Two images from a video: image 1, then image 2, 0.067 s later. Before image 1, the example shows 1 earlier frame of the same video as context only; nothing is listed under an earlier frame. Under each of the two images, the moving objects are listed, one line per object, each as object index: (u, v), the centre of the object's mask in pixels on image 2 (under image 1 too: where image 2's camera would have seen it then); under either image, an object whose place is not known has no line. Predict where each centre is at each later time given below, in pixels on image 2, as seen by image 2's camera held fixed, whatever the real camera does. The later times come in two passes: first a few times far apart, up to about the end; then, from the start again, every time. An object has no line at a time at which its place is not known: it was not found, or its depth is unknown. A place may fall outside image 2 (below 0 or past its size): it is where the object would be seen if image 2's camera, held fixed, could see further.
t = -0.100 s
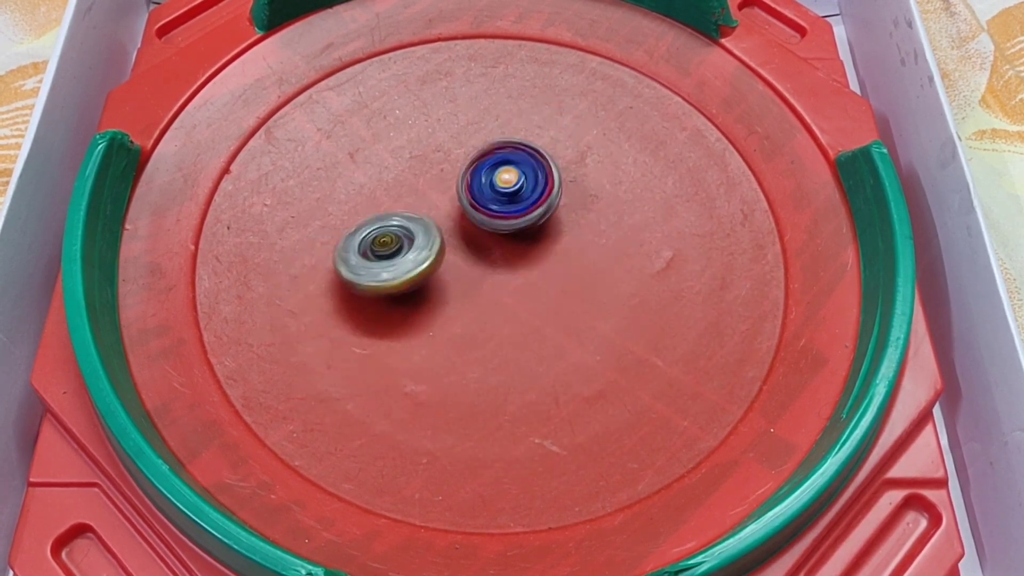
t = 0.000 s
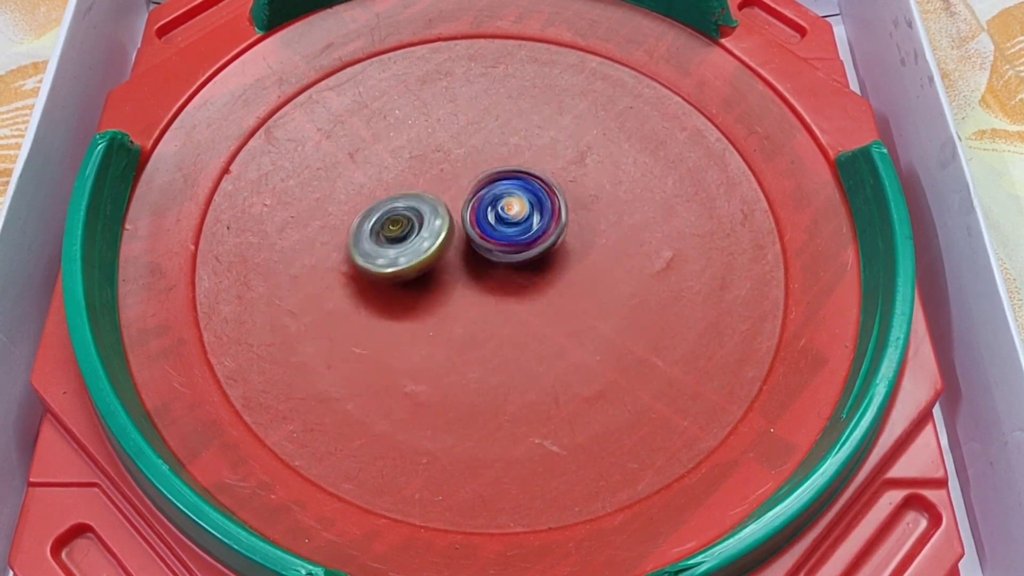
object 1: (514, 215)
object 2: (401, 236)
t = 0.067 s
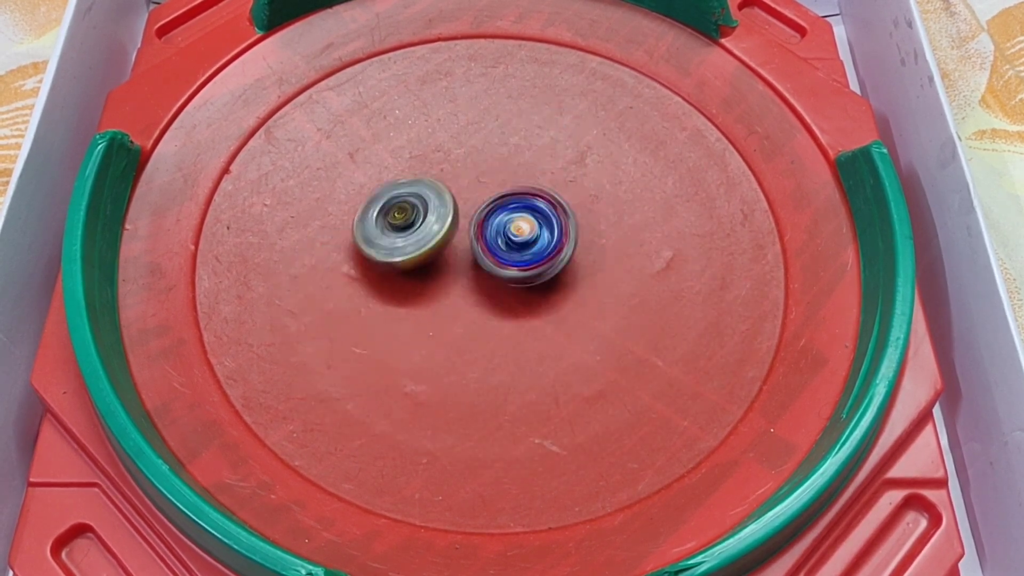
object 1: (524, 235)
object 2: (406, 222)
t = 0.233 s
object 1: (565, 273)
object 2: (407, 190)
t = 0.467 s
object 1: (619, 281)
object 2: (396, 167)
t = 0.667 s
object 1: (614, 264)
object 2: (401, 173)
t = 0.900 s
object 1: (551, 248)
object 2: (442, 177)
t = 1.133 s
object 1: (475, 264)
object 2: (486, 156)
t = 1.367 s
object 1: (448, 301)
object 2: (499, 132)
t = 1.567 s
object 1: (482, 302)
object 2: (502, 133)
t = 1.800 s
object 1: (517, 254)
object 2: (521, 158)
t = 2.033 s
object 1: (511, 234)
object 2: (558, 130)
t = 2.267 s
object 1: (507, 247)
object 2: (561, 119)
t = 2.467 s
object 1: (524, 256)
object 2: (565, 146)
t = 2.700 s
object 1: (545, 252)
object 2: (615, 186)
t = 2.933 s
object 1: (540, 252)
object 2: (676, 182)
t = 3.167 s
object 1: (525, 253)
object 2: (669, 188)
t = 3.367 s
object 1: (513, 258)
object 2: (624, 246)
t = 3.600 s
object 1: (497, 277)
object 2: (644, 300)
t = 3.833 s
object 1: (509, 275)
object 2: (640, 303)
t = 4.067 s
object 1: (507, 247)
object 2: (603, 299)
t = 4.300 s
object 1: (492, 228)
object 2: (597, 310)
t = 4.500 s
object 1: (486, 229)
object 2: (584, 319)
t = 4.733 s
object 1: (511, 241)
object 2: (564, 333)
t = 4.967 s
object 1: (540, 242)
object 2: (541, 338)
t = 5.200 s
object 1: (553, 242)
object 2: (531, 348)
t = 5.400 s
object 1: (555, 242)
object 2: (511, 334)
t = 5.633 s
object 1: (543, 240)
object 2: (461, 295)
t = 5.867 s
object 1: (536, 236)
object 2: (432, 240)
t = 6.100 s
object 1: (535, 245)
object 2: (453, 217)
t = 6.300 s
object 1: (536, 247)
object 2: (445, 219)
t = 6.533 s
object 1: (541, 239)
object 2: (447, 216)
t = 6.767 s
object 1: (541, 240)
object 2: (446, 222)
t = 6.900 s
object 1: (541, 239)
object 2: (447, 217)
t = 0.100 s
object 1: (530, 244)
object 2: (408, 216)
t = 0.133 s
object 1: (538, 253)
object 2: (408, 208)
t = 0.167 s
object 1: (547, 260)
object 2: (408, 202)
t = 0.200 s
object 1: (557, 268)
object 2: (408, 195)
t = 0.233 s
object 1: (565, 273)
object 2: (407, 190)
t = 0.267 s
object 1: (578, 278)
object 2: (405, 184)
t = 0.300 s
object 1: (586, 280)
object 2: (404, 180)
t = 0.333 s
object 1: (597, 282)
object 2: (402, 175)
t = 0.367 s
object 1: (604, 283)
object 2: (400, 173)
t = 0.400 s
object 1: (611, 283)
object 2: (398, 170)
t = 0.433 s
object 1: (616, 282)
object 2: (397, 168)
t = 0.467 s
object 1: (619, 281)
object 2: (396, 167)
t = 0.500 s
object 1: (621, 280)
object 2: (395, 166)
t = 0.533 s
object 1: (622, 277)
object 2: (395, 167)
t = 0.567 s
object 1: (622, 274)
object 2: (395, 167)
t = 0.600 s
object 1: (621, 271)
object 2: (397, 169)
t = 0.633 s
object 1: (618, 267)
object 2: (399, 170)
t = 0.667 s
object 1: (614, 264)
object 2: (401, 173)
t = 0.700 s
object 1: (608, 261)
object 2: (405, 174)
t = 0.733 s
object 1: (602, 258)
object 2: (410, 176)
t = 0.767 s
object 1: (593, 255)
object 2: (416, 177)
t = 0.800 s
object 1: (584, 253)
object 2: (421, 178)
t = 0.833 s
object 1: (573, 249)
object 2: (428, 178)
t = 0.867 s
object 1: (564, 249)
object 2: (435, 178)
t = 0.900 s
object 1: (551, 248)
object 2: (442, 177)
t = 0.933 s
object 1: (541, 249)
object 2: (449, 175)
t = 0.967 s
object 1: (527, 251)
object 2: (457, 173)
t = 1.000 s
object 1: (515, 252)
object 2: (463, 171)
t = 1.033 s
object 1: (505, 254)
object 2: (471, 168)
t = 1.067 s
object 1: (493, 256)
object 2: (477, 164)
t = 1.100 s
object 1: (485, 259)
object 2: (482, 160)
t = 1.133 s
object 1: (475, 264)
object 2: (486, 156)
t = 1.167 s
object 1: (466, 268)
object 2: (489, 152)
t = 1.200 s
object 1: (458, 274)
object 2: (492, 148)
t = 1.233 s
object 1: (450, 281)
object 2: (495, 144)
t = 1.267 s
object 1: (446, 287)
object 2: (497, 140)
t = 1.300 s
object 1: (445, 294)
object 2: (497, 137)
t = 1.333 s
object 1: (446, 297)
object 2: (499, 134)
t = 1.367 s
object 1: (448, 301)
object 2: (499, 132)
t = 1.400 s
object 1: (451, 305)
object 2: (500, 129)
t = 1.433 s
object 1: (455, 306)
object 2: (500, 128)
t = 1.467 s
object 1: (461, 307)
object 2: (500, 128)
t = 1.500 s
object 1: (468, 307)
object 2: (500, 129)
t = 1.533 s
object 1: (475, 304)
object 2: (501, 131)
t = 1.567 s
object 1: (482, 302)
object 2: (502, 133)
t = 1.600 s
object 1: (488, 297)
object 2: (503, 136)
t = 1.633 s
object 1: (494, 292)
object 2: (505, 139)
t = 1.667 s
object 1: (501, 285)
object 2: (507, 143)
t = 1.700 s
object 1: (506, 278)
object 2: (510, 146)
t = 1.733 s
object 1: (510, 270)
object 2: (512, 151)
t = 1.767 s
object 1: (514, 261)
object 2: (517, 154)
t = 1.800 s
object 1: (517, 254)
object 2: (521, 158)
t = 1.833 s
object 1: (519, 247)
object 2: (528, 158)
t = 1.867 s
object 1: (519, 241)
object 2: (534, 152)
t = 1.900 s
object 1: (518, 237)
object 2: (540, 150)
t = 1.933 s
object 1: (516, 236)
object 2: (546, 142)
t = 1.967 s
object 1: (515, 235)
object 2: (550, 137)
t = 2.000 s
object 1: (512, 234)
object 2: (554, 133)
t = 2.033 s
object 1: (511, 234)
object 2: (558, 130)
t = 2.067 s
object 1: (509, 236)
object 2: (561, 125)
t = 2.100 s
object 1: (507, 237)
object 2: (563, 122)
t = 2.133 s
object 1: (507, 238)
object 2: (563, 119)
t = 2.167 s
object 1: (506, 240)
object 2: (563, 117)
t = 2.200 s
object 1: (505, 242)
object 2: (563, 118)
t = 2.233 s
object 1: (506, 244)
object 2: (562, 117)
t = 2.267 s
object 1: (507, 247)
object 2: (561, 119)
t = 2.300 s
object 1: (509, 250)
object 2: (560, 122)
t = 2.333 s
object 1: (511, 251)
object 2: (560, 126)
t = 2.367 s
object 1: (514, 252)
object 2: (560, 131)
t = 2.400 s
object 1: (517, 255)
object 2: (561, 136)
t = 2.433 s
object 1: (520, 255)
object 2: (562, 140)
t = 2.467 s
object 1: (524, 256)
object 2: (565, 146)
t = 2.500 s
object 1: (528, 257)
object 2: (567, 152)
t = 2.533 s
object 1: (530, 257)
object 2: (572, 159)
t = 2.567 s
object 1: (535, 256)
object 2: (578, 166)
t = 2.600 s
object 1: (538, 256)
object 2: (586, 172)
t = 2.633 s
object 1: (540, 254)
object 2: (594, 179)
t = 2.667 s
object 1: (543, 253)
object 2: (602, 183)
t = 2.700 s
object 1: (545, 252)
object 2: (615, 186)
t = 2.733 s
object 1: (545, 252)
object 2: (630, 189)
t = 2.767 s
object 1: (544, 252)
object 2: (644, 190)
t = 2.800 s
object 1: (544, 252)
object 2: (656, 190)
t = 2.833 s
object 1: (544, 253)
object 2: (663, 188)
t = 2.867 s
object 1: (542, 252)
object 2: (667, 186)
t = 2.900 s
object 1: (541, 252)
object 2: (673, 184)
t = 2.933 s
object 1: (540, 252)
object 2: (676, 182)
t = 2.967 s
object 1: (538, 252)
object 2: (677, 180)
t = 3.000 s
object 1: (536, 251)
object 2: (677, 180)
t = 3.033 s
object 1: (534, 251)
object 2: (676, 181)
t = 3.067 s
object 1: (532, 251)
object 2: (677, 182)
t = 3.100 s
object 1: (529, 252)
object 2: (675, 183)
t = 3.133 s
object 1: (527, 252)
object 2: (673, 185)
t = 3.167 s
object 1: (525, 253)
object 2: (669, 188)
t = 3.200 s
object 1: (523, 254)
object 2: (662, 194)
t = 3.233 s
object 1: (521, 254)
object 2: (656, 202)
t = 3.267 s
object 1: (519, 254)
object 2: (650, 211)
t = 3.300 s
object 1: (516, 255)
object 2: (640, 221)
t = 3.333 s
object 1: (514, 257)
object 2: (632, 233)
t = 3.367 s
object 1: (513, 258)
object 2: (624, 246)
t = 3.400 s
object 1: (509, 259)
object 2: (621, 260)
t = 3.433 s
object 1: (504, 263)
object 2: (621, 270)
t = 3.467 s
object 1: (500, 267)
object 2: (624, 277)
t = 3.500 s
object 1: (498, 271)
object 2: (629, 287)
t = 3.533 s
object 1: (497, 272)
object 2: (633, 293)
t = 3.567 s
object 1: (497, 275)
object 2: (638, 297)
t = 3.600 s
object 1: (497, 277)
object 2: (644, 300)
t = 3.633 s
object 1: (497, 279)
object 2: (648, 304)
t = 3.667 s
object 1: (499, 280)
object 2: (651, 304)
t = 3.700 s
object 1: (501, 280)
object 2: (652, 303)
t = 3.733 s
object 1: (503, 280)
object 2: (649, 302)
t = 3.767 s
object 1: (504, 279)
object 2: (644, 305)
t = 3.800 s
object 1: (507, 277)
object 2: (643, 305)
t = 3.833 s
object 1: (509, 275)
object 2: (640, 303)
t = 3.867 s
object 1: (510, 272)
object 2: (637, 300)
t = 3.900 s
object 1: (511, 269)
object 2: (630, 300)
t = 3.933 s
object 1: (513, 265)
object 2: (624, 303)
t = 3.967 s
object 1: (511, 261)
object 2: (614, 300)
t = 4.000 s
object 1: (511, 257)
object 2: (611, 298)
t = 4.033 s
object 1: (509, 251)
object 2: (607, 298)
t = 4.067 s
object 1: (507, 247)
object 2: (603, 299)
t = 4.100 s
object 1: (505, 244)
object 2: (601, 303)
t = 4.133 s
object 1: (503, 238)
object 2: (601, 307)
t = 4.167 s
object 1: (501, 236)
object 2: (603, 310)
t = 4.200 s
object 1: (498, 234)
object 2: (605, 310)
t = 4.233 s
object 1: (496, 230)
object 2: (603, 309)
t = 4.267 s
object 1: (495, 228)
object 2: (601, 309)
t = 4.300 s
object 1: (492, 228)
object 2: (597, 310)
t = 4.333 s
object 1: (491, 226)
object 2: (593, 311)
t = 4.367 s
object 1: (489, 225)
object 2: (589, 315)
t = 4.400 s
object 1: (488, 225)
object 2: (586, 317)
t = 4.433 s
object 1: (488, 226)
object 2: (586, 317)
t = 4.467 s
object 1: (487, 227)
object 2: (585, 318)
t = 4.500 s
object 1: (486, 229)
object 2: (584, 319)
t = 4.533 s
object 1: (488, 232)
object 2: (584, 320)
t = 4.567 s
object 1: (490, 234)
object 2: (578, 320)
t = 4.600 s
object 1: (495, 237)
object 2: (570, 319)
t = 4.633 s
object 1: (498, 238)
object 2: (564, 320)
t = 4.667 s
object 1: (501, 239)
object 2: (560, 325)
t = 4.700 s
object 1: (508, 239)
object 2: (560, 330)
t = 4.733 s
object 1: (511, 241)
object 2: (564, 333)
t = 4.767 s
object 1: (517, 242)
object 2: (567, 335)
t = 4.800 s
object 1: (522, 243)
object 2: (561, 335)
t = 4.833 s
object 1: (525, 244)
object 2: (558, 336)
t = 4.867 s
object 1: (528, 243)
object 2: (554, 336)
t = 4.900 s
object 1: (532, 243)
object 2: (549, 338)
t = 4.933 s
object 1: (538, 243)
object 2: (544, 339)
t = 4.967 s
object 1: (540, 242)
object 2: (541, 338)
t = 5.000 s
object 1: (541, 242)
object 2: (542, 334)
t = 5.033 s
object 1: (544, 241)
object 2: (541, 332)
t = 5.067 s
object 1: (548, 241)
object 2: (539, 340)
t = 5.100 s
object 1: (553, 241)
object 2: (540, 345)
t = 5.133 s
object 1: (554, 242)
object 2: (540, 347)
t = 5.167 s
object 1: (554, 243)
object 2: (538, 348)
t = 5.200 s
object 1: (553, 242)
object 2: (531, 348)
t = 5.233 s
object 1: (553, 241)
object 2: (528, 348)
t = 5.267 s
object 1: (556, 239)
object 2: (524, 347)
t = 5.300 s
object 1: (559, 240)
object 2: (517, 346)
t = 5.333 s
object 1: (560, 242)
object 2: (511, 346)
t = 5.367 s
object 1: (557, 244)
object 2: (509, 341)
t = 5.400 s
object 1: (555, 242)
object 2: (511, 334)
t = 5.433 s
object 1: (554, 242)
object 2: (508, 328)
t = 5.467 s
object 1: (555, 242)
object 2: (500, 325)
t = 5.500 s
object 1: (555, 244)
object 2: (491, 322)
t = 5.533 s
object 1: (553, 245)
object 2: (483, 317)
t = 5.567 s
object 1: (550, 244)
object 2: (476, 308)
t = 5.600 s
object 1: (546, 243)
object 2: (468, 304)
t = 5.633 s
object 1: (543, 240)
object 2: (461, 295)
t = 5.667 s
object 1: (543, 239)
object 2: (452, 288)
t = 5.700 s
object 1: (543, 239)
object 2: (443, 282)
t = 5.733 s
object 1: (544, 240)
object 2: (436, 274)
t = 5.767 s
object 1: (542, 240)
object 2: (431, 265)
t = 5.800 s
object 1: (541, 241)
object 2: (430, 255)
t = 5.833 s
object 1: (538, 239)
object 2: (431, 247)
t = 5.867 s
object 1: (536, 236)
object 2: (432, 240)
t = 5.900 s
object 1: (540, 234)
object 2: (434, 234)
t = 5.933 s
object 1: (543, 235)
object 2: (439, 227)
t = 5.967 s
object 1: (546, 237)
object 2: (444, 220)
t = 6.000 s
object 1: (545, 242)
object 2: (447, 218)
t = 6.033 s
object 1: (543, 244)
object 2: (450, 218)
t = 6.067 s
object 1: (538, 245)
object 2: (452, 218)
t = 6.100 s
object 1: (535, 245)
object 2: (453, 217)
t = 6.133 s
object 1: (535, 243)
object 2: (452, 217)
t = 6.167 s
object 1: (537, 242)
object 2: (451, 217)
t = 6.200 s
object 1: (535, 242)
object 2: (448, 217)
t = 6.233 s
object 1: (533, 244)
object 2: (446, 219)
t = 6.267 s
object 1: (535, 246)
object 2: (445, 221)
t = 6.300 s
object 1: (536, 247)
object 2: (445, 219)
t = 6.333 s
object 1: (537, 247)
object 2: (446, 218)
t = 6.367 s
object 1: (540, 246)
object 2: (448, 216)
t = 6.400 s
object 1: (544, 244)
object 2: (449, 214)
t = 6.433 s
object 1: (543, 242)
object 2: (450, 213)
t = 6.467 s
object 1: (542, 241)
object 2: (449, 214)
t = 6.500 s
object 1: (541, 240)
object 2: (448, 215)
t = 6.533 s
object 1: (541, 239)
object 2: (447, 216)
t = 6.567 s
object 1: (540, 239)
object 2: (447, 218)
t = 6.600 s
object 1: (540, 239)
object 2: (446, 219)
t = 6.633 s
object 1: (541, 239)
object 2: (446, 222)
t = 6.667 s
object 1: (541, 239)
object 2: (447, 223)
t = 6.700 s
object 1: (541, 240)
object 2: (447, 223)
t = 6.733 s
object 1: (541, 240)
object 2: (447, 223)
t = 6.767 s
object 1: (541, 240)
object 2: (446, 222)
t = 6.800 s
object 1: (541, 240)
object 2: (446, 221)
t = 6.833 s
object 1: (541, 240)
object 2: (446, 219)
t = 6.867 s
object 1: (541, 240)
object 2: (447, 218)
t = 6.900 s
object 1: (541, 239)
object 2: (447, 217)
